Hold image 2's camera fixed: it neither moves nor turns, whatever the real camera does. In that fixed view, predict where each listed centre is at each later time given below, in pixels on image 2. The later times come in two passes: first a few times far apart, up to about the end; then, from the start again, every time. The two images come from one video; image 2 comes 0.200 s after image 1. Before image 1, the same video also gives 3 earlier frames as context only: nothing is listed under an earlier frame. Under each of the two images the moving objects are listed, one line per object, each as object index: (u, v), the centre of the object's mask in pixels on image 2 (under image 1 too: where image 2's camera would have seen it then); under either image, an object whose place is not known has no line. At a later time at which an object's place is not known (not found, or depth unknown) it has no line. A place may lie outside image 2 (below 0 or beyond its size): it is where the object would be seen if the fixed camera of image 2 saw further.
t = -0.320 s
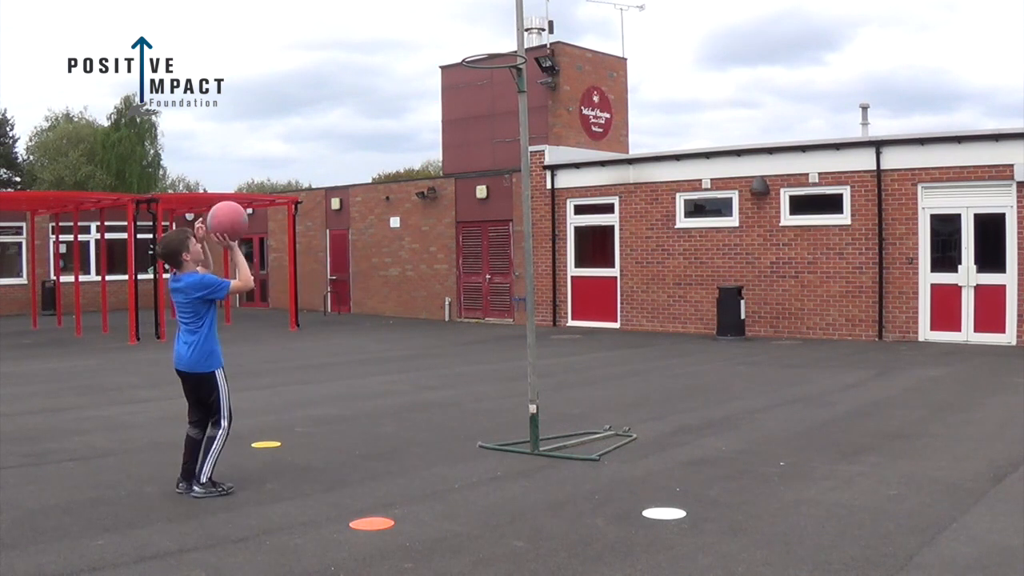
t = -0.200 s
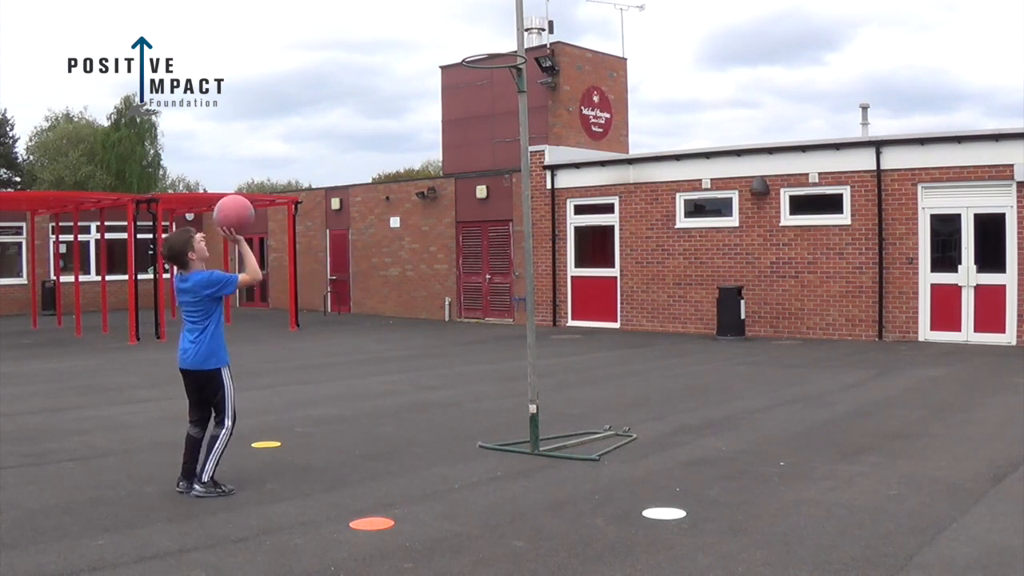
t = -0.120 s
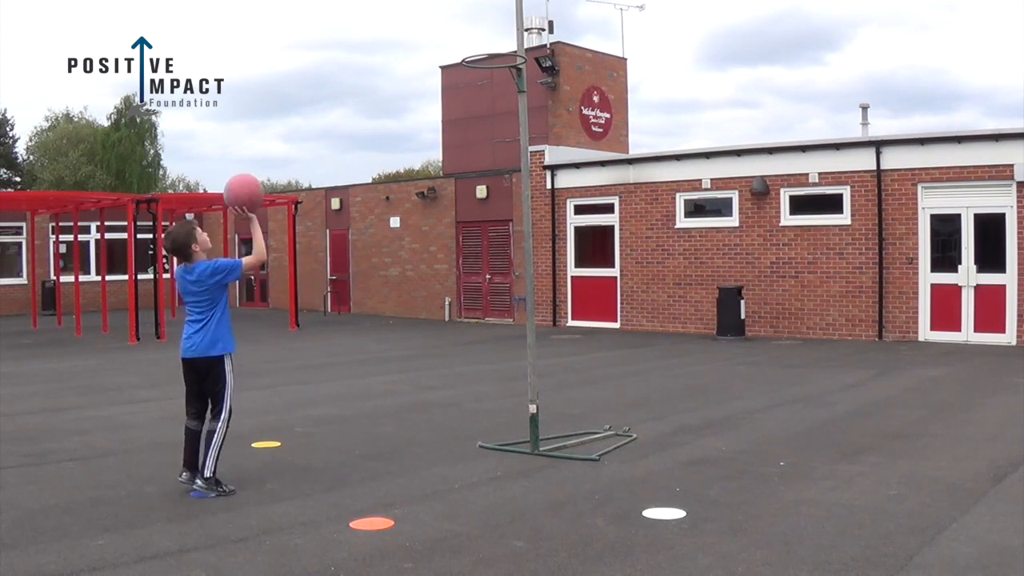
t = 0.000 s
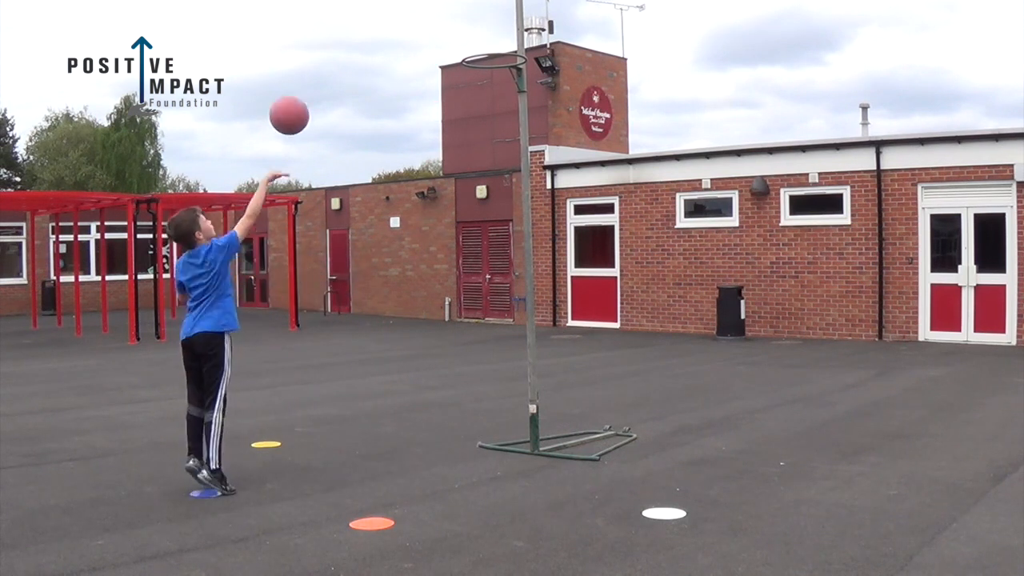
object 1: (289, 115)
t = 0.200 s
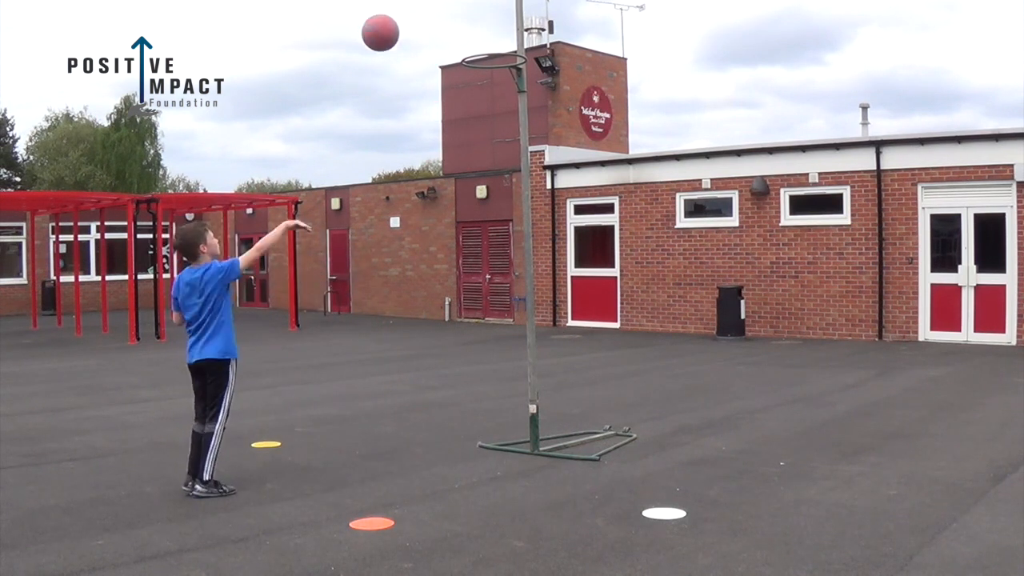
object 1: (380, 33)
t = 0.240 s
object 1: (397, 25)
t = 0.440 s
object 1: (478, 28)
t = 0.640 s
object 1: (495, 53)
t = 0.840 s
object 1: (481, 53)
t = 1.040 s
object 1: (497, 80)
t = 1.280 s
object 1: (517, 203)
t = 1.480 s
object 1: (534, 381)
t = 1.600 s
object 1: (542, 417)
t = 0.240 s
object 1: (397, 25)
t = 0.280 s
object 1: (414, 20)
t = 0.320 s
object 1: (431, 18)
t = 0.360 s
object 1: (447, 19)
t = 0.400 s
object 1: (463, 22)
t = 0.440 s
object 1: (478, 28)
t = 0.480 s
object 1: (494, 36)
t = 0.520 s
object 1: (509, 47)
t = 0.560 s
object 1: (508, 50)
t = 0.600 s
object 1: (502, 50)
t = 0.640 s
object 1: (495, 53)
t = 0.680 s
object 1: (492, 50)
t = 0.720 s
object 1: (488, 48)
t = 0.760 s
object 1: (485, 49)
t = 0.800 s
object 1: (481, 51)
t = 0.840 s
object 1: (481, 53)
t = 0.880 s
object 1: (484, 53)
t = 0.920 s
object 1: (487, 56)
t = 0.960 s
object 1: (490, 62)
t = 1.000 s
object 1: (494, 71)
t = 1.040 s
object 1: (497, 80)
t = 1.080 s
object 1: (500, 94)
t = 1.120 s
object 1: (503, 110)
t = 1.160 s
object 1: (506, 129)
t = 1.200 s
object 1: (510, 151)
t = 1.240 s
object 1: (513, 175)
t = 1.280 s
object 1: (517, 203)
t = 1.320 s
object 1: (520, 233)
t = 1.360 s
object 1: (523, 266)
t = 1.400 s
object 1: (527, 301)
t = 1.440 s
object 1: (531, 339)
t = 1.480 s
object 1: (534, 381)
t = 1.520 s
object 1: (538, 423)
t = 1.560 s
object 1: (541, 445)
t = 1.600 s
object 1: (542, 417)
